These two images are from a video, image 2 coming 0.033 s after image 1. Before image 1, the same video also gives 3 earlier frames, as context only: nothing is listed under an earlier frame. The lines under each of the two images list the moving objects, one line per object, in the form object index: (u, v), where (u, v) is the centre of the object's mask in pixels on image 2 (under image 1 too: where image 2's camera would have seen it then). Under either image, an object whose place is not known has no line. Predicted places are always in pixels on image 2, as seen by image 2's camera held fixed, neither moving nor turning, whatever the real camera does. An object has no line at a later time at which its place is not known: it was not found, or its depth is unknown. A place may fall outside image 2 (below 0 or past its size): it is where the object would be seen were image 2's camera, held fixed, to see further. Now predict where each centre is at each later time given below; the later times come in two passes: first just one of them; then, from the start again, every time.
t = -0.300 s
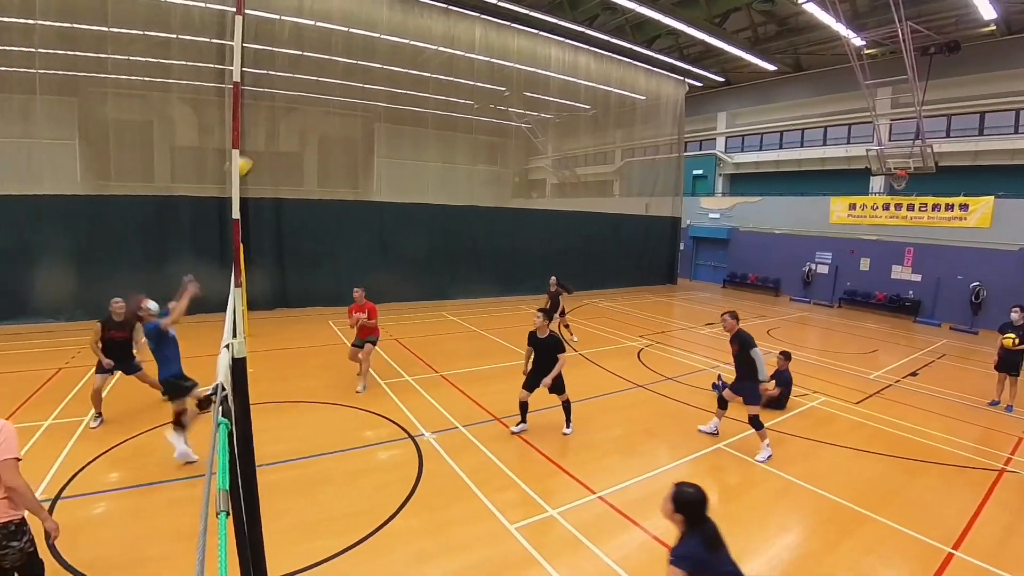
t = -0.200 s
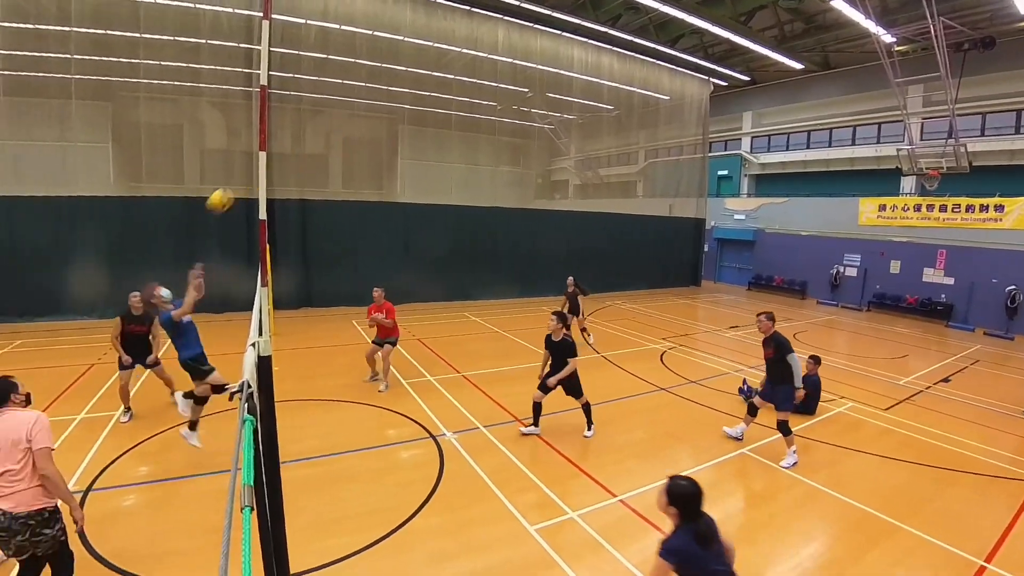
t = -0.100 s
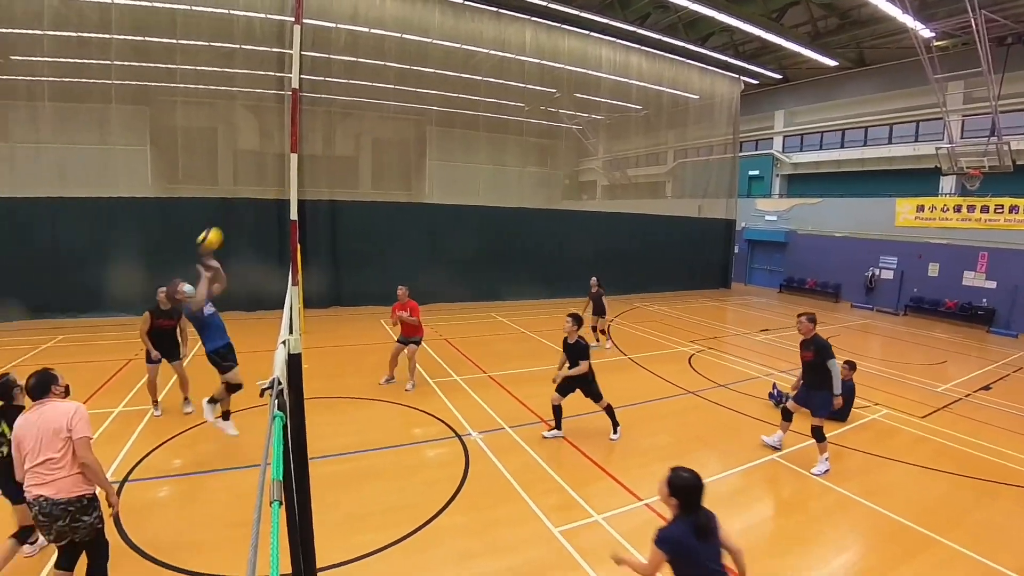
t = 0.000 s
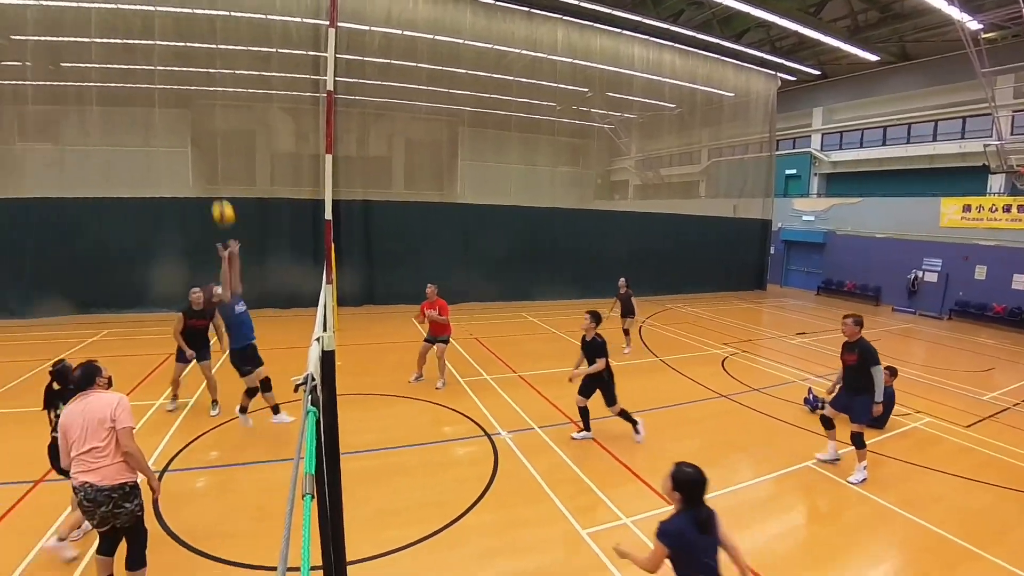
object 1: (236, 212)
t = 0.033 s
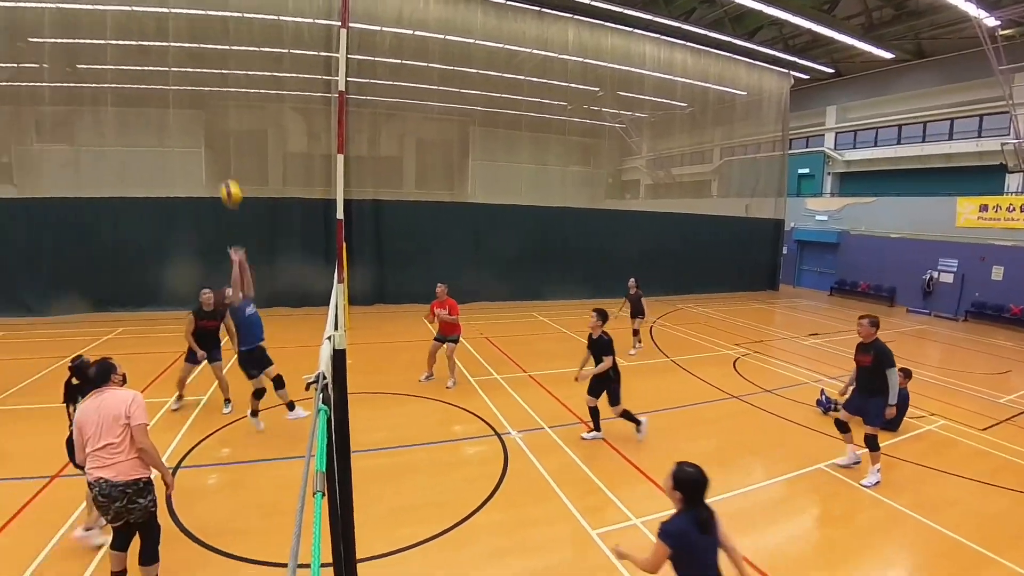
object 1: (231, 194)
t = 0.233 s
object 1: (201, 95)
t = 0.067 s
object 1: (225, 172)
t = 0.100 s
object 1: (220, 157)
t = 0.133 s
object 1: (217, 141)
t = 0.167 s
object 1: (211, 125)
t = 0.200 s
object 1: (207, 109)
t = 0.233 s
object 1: (201, 95)
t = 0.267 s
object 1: (200, 81)
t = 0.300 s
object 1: (194, 68)
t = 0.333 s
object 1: (188, 56)
